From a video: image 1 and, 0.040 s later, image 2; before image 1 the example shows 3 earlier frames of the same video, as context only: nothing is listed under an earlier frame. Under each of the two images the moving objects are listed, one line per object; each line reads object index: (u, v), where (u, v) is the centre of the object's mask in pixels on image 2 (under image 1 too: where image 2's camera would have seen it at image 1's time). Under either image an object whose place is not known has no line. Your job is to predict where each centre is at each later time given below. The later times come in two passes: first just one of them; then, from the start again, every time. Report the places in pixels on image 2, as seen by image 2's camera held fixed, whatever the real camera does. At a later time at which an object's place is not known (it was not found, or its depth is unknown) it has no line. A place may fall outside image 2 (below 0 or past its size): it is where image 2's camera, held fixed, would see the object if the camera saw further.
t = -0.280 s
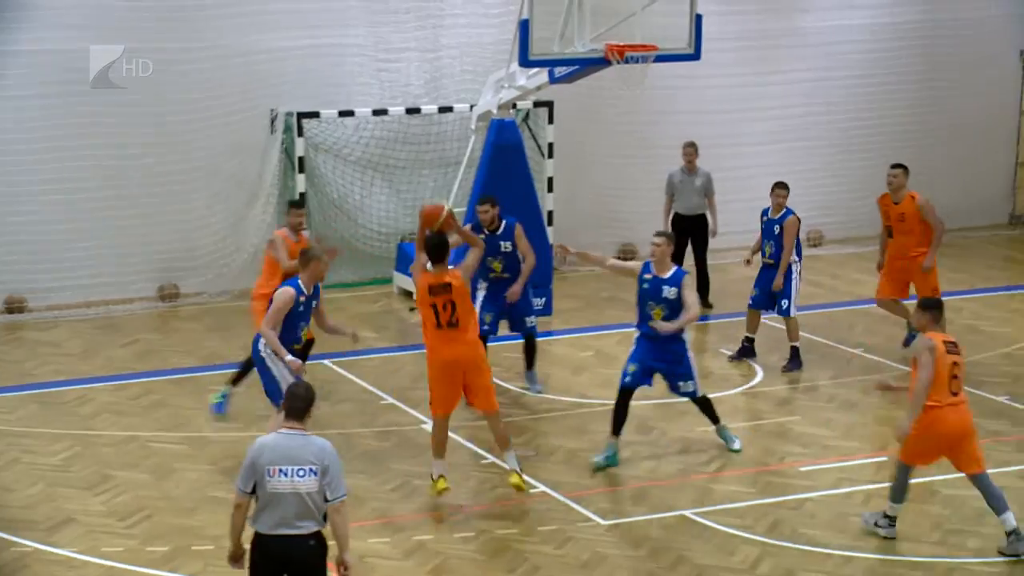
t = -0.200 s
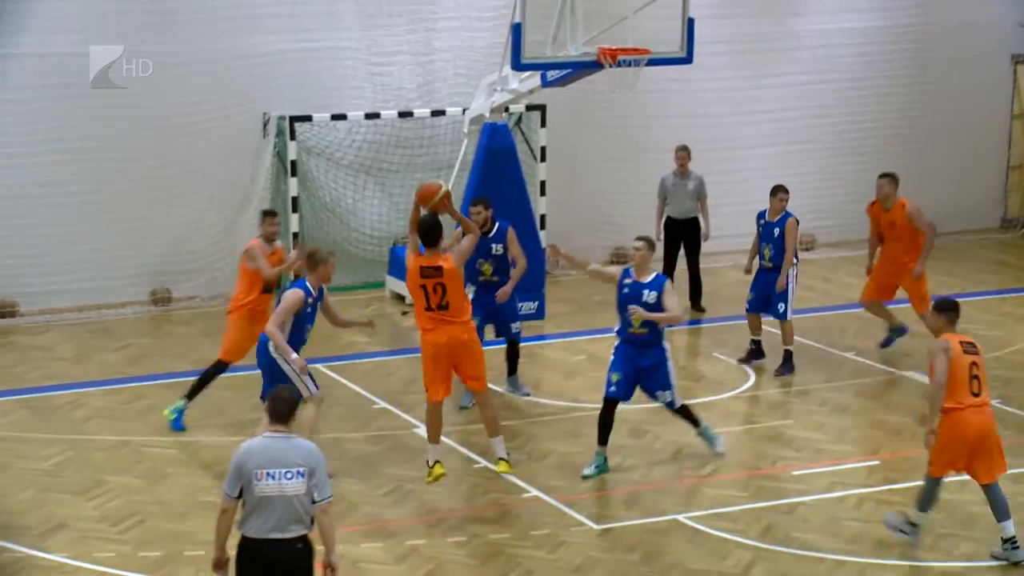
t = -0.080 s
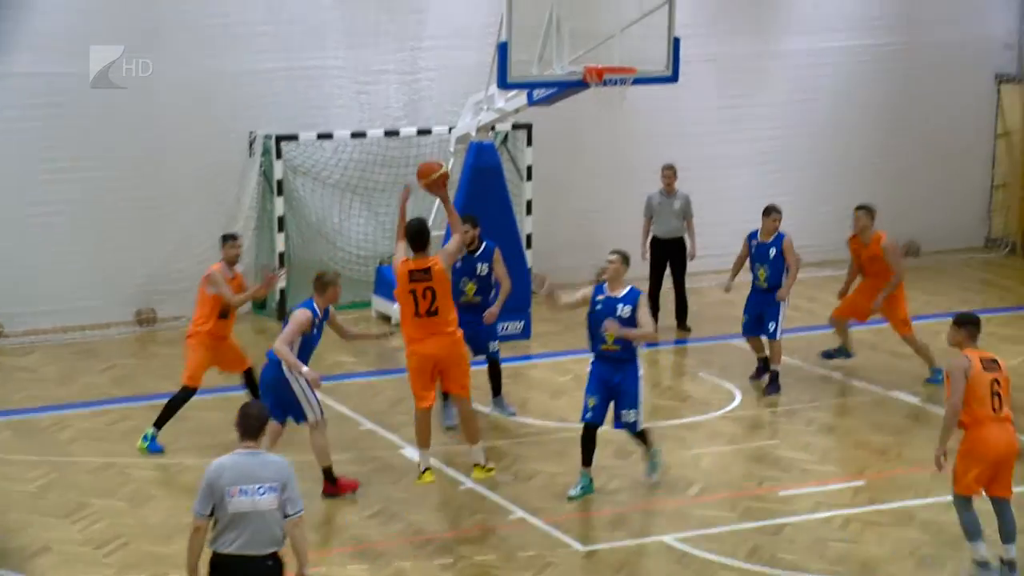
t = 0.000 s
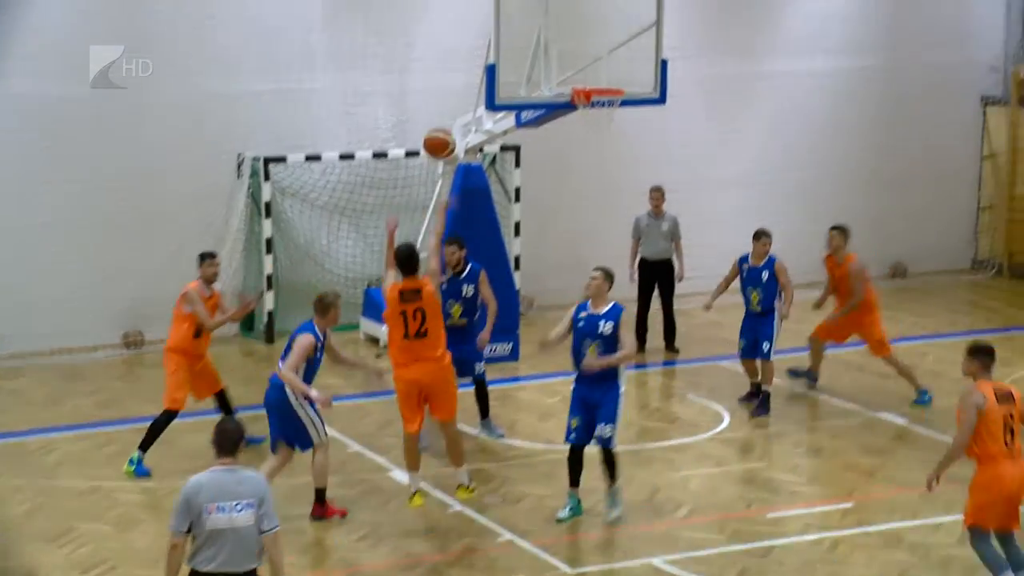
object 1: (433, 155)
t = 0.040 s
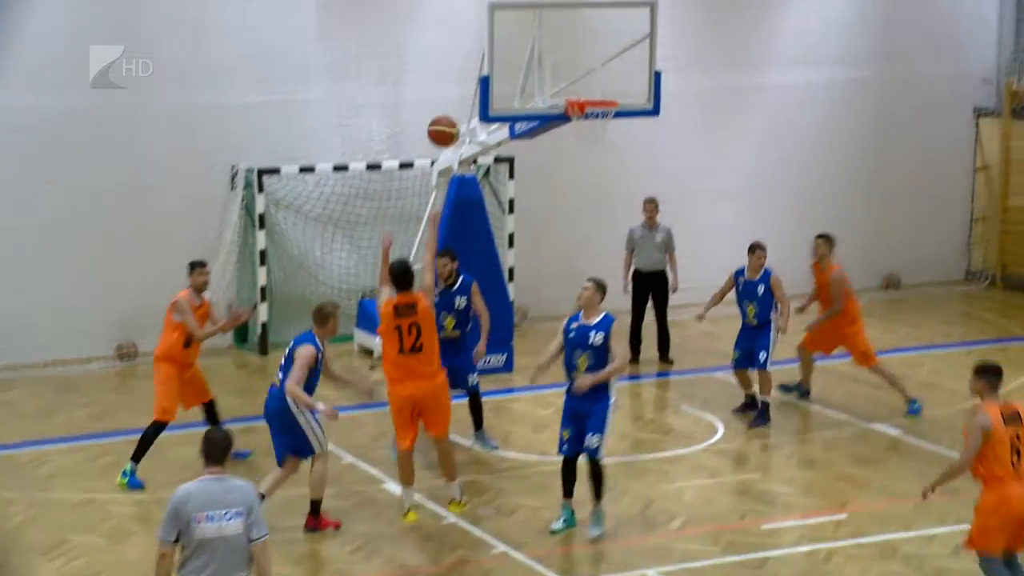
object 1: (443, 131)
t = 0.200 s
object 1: (483, 60)
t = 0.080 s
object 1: (453, 110)
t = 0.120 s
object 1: (463, 91)
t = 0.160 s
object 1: (473, 74)
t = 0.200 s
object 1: (483, 60)
